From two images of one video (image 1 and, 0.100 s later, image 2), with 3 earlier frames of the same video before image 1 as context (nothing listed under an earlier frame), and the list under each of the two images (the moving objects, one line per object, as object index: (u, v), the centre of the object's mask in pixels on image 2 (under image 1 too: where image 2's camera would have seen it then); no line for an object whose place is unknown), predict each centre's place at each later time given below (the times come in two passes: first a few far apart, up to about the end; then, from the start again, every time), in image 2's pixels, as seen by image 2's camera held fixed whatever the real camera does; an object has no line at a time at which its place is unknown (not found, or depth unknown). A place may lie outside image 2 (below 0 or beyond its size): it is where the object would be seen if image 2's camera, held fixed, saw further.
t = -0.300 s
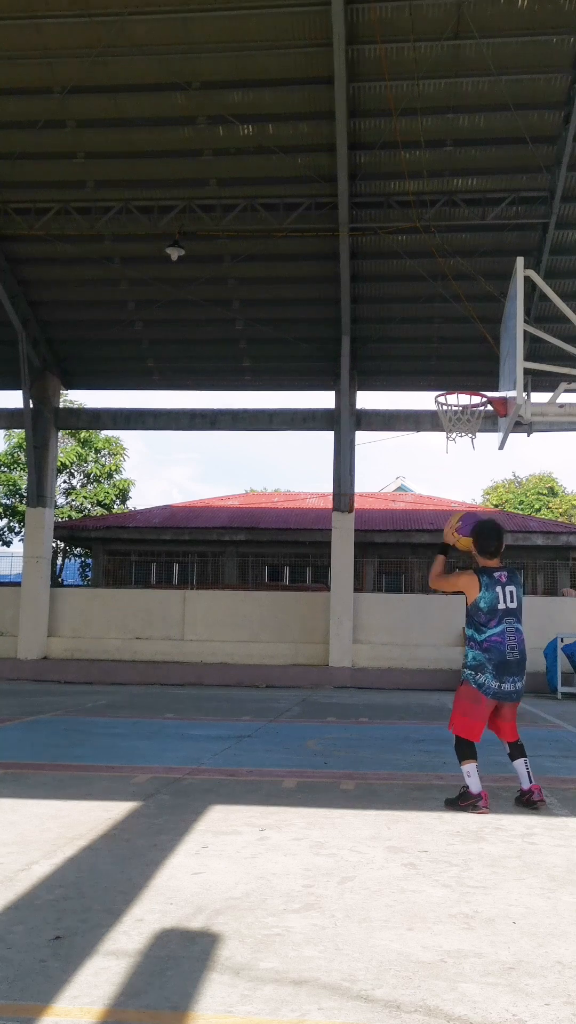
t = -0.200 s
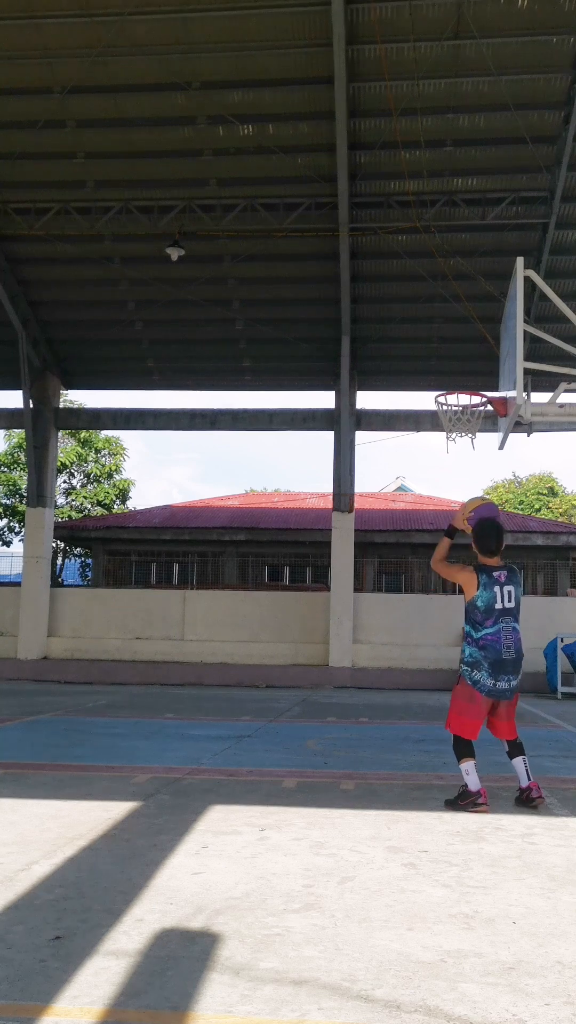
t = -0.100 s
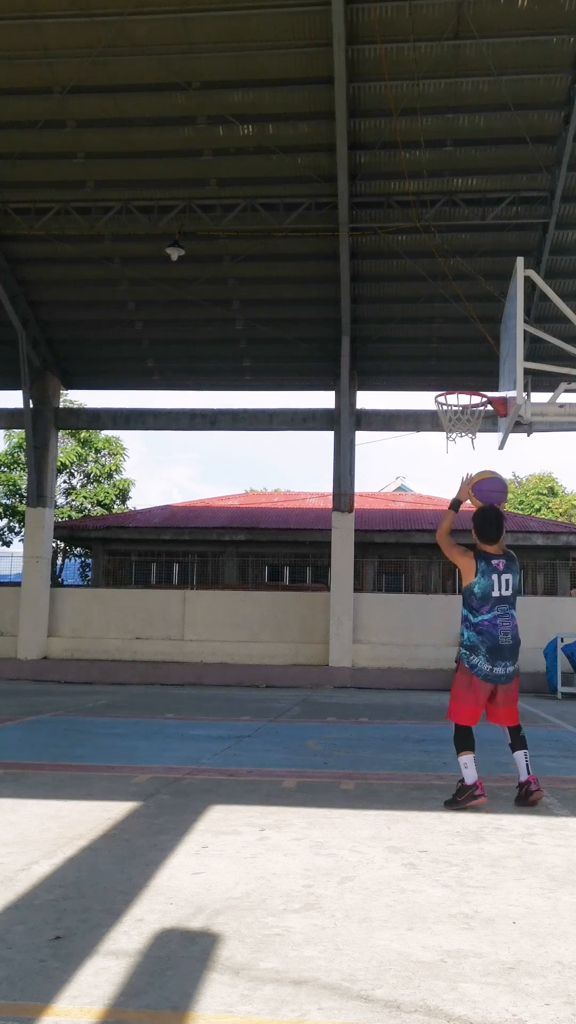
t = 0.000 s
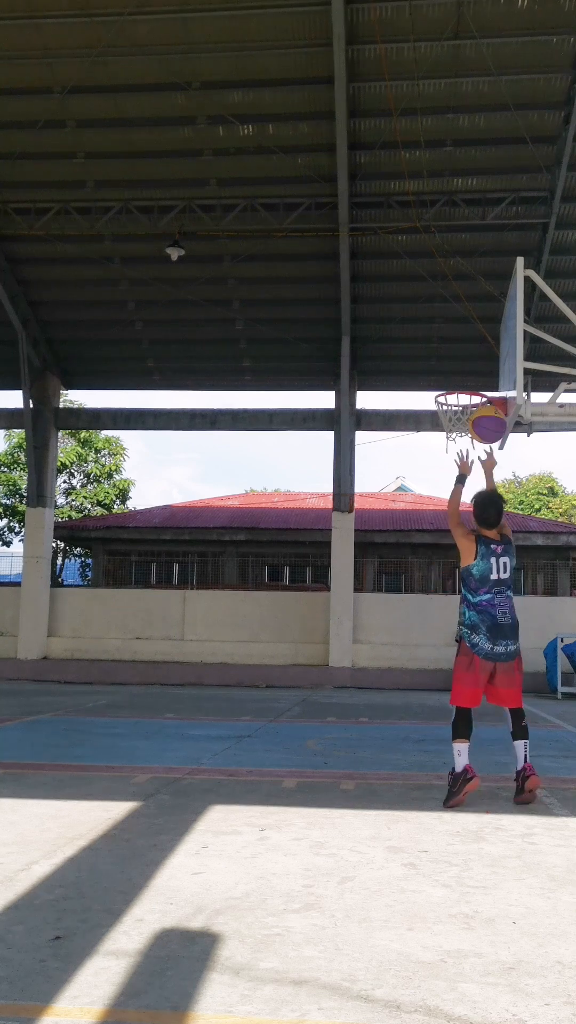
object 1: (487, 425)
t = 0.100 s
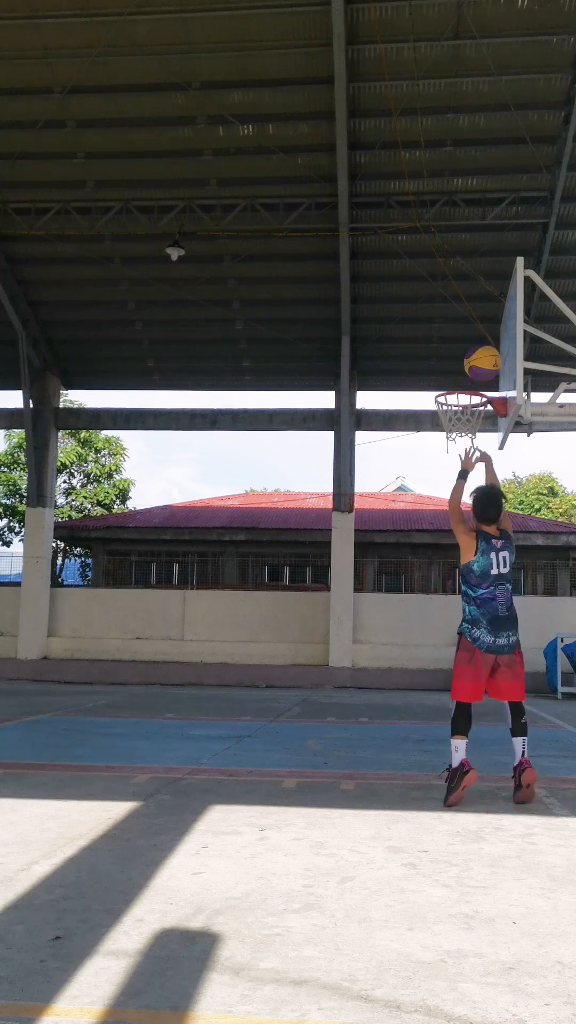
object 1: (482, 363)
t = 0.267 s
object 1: (476, 304)
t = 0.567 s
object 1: (467, 302)
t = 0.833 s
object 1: (461, 378)
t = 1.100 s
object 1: (474, 409)
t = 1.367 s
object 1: (461, 436)
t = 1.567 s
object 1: (450, 495)
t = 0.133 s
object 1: (481, 348)
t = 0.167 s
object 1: (480, 333)
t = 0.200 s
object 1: (479, 322)
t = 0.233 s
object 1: (477, 312)
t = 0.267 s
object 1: (476, 304)
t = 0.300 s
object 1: (475, 298)
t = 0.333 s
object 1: (474, 293)
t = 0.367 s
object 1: (473, 291)
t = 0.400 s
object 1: (472, 289)
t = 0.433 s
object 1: (471, 290)
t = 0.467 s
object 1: (470, 291)
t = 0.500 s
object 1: (469, 295)
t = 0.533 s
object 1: (468, 300)
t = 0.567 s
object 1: (467, 302)
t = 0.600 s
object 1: (466, 307)
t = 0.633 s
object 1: (465, 315)
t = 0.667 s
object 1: (464, 323)
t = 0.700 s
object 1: (464, 332)
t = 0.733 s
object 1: (463, 342)
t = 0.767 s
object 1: (462, 354)
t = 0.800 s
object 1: (461, 365)
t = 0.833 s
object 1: (461, 378)
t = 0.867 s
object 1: (459, 392)
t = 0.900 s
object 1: (459, 403)
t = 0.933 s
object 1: (463, 404)
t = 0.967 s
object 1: (468, 409)
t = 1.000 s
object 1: (472, 412)
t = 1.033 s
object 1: (473, 409)
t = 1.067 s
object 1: (474, 406)
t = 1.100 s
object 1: (474, 409)
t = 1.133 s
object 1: (472, 409)
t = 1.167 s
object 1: (471, 411)
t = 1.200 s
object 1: (469, 415)
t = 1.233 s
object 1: (467, 416)
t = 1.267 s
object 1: (467, 420)
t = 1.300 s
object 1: (466, 425)
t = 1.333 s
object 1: (463, 431)
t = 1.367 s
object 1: (461, 436)
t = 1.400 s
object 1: (459, 444)
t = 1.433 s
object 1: (457, 451)
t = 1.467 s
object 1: (456, 461)
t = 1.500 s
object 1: (454, 471)
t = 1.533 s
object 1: (452, 483)
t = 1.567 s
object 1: (450, 495)
